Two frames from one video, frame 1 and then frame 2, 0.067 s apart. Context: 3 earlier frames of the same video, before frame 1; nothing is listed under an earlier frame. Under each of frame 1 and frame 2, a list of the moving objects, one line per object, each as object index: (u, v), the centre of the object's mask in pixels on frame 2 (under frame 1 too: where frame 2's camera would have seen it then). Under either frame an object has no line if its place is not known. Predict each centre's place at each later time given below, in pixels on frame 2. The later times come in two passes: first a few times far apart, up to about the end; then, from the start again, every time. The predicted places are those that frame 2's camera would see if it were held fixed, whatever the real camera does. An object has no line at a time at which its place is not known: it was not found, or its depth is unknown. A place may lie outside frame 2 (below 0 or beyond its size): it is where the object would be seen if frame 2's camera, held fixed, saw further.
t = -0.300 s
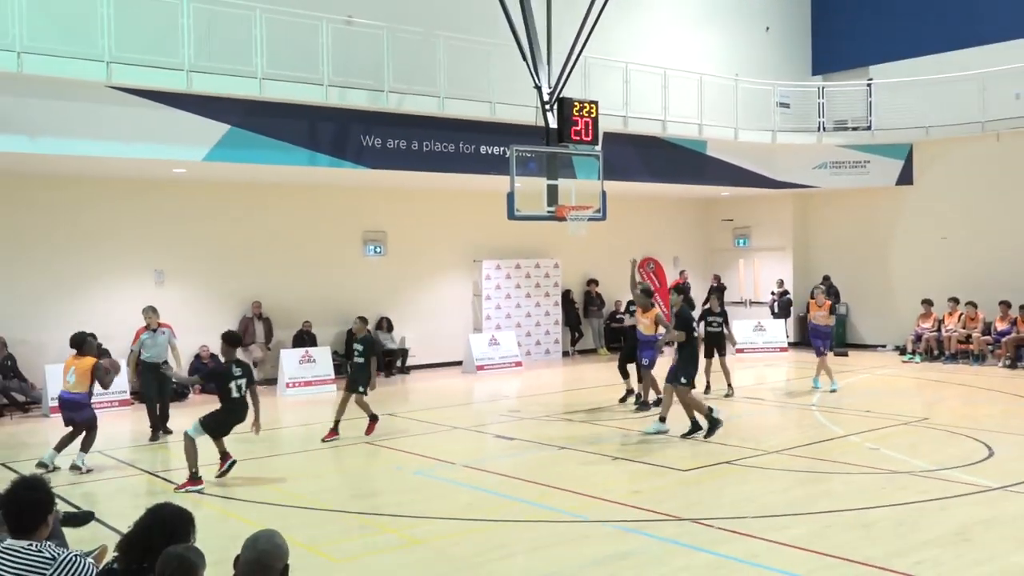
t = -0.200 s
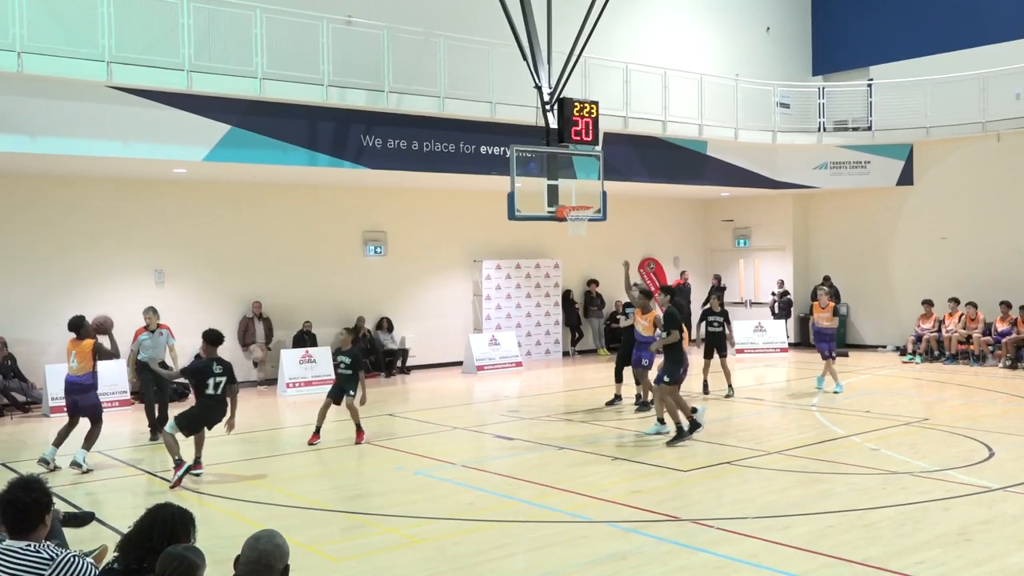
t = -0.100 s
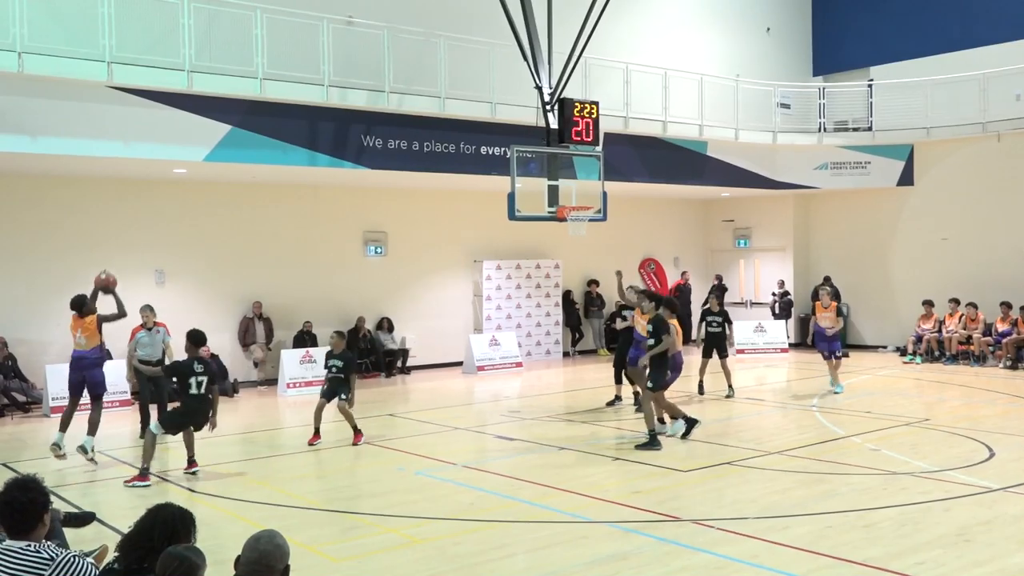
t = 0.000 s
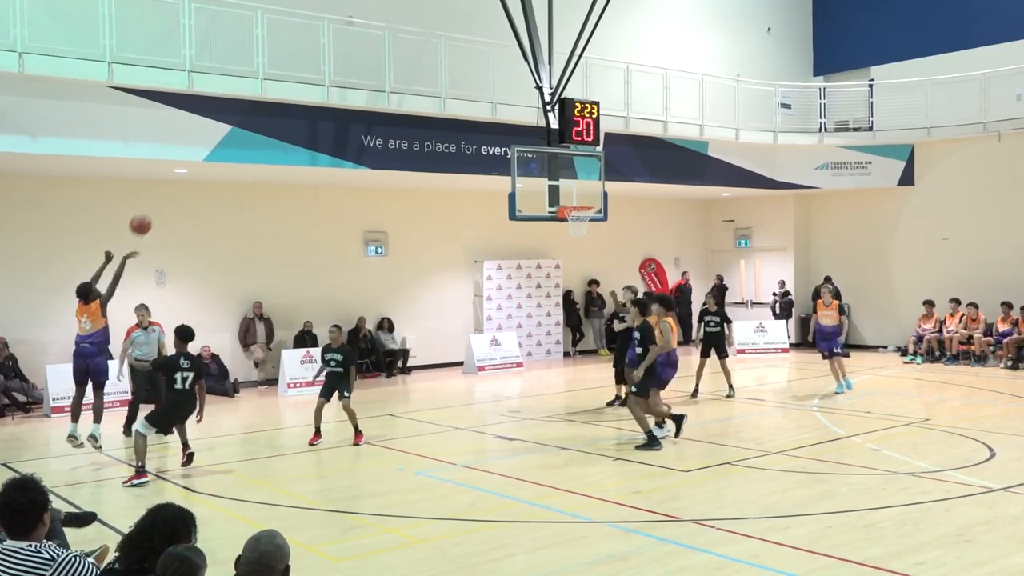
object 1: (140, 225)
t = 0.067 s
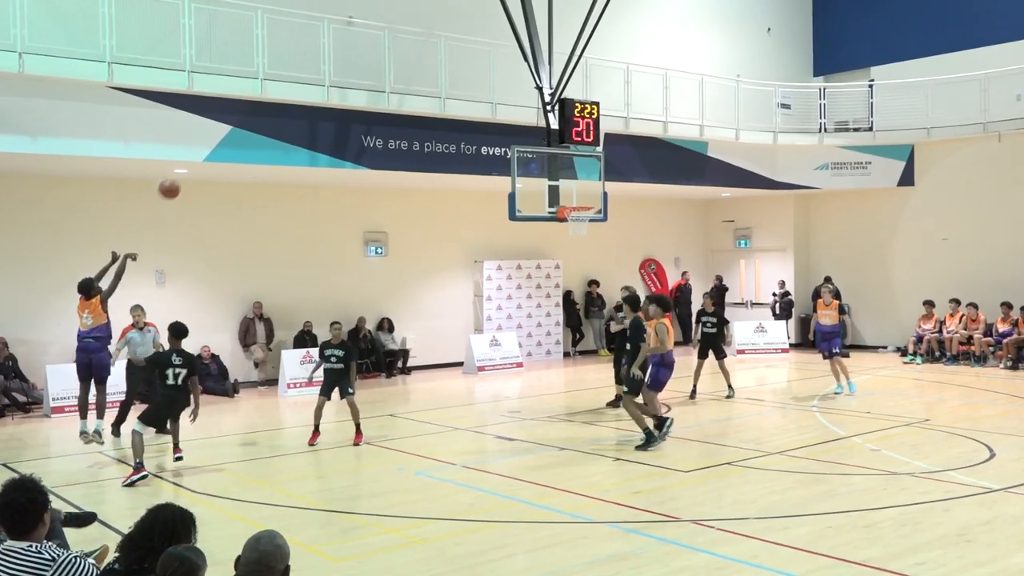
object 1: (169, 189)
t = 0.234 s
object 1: (239, 119)
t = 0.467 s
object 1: (326, 68)
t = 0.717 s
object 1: (411, 62)
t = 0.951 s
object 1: (482, 96)
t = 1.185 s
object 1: (547, 163)
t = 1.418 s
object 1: (594, 198)
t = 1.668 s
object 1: (635, 221)
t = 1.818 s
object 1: (658, 253)
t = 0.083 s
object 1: (177, 180)
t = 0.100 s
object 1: (183, 173)
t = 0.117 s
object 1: (191, 165)
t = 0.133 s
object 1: (197, 158)
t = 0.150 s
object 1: (205, 151)
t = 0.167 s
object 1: (212, 144)
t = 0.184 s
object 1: (218, 137)
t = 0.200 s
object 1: (225, 131)
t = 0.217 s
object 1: (232, 125)
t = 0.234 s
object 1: (239, 119)
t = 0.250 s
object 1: (245, 115)
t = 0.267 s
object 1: (251, 109)
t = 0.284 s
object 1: (258, 105)
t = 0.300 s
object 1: (264, 100)
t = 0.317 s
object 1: (271, 96)
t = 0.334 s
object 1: (278, 92)
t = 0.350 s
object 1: (284, 87)
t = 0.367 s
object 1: (290, 84)
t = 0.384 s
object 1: (296, 81)
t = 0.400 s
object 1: (302, 78)
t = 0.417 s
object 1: (308, 75)
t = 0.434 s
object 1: (314, 72)
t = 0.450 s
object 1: (320, 70)
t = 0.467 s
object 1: (326, 68)
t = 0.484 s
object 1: (332, 66)
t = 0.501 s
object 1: (338, 65)
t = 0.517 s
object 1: (344, 63)
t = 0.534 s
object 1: (350, 62)
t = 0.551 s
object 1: (356, 61)
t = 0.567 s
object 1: (362, 60)
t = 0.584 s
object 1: (367, 59)
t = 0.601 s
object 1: (373, 59)
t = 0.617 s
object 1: (379, 59)
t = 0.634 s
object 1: (384, 59)
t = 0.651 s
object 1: (390, 59)
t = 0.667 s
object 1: (395, 60)
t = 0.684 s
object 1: (400, 60)
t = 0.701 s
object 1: (406, 61)
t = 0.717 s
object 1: (411, 62)
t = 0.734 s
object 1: (416, 63)
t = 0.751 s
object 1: (422, 65)
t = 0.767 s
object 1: (427, 66)
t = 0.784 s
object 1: (432, 68)
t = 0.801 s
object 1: (438, 70)
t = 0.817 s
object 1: (443, 73)
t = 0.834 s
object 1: (448, 75)
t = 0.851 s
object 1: (453, 77)
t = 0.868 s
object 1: (458, 80)
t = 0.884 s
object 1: (463, 83)
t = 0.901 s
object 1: (468, 86)
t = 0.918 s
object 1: (473, 89)
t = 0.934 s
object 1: (478, 93)
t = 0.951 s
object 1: (482, 96)
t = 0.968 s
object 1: (487, 100)
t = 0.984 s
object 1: (492, 104)
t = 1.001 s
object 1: (497, 108)
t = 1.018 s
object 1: (502, 113)
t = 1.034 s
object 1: (506, 118)
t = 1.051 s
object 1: (512, 122)
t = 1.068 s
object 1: (516, 127)
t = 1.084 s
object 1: (521, 132)
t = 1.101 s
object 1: (525, 136)
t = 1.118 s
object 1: (529, 141)
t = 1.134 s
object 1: (534, 147)
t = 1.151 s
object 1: (539, 153)
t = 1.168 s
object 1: (543, 159)
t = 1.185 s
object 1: (547, 163)
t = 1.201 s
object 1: (552, 171)
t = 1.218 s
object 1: (556, 176)
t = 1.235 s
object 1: (560, 182)
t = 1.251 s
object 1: (565, 188)
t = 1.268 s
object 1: (569, 195)
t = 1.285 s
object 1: (573, 200)
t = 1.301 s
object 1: (575, 200)
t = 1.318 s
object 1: (578, 199)
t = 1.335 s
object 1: (581, 198)
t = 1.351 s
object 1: (584, 198)
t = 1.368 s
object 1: (587, 198)
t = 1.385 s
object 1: (590, 197)
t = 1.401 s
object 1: (592, 197)
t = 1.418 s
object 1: (594, 198)
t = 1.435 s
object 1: (597, 198)
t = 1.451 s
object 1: (601, 199)
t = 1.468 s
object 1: (603, 200)
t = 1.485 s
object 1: (606, 200)
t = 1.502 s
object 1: (609, 202)
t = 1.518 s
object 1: (612, 203)
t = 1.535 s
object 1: (614, 205)
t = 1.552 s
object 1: (617, 206)
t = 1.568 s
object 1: (620, 208)
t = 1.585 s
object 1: (622, 209)
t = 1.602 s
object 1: (625, 211)
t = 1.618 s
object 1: (628, 213)
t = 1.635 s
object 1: (630, 216)
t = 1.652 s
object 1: (633, 219)
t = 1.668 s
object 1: (635, 221)
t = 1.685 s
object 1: (638, 224)
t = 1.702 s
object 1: (640, 227)
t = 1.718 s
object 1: (643, 230)
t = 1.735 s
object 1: (645, 234)
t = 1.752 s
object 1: (648, 237)
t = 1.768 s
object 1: (650, 241)
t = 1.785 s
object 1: (653, 245)
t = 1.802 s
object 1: (656, 249)
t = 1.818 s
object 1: (658, 253)
